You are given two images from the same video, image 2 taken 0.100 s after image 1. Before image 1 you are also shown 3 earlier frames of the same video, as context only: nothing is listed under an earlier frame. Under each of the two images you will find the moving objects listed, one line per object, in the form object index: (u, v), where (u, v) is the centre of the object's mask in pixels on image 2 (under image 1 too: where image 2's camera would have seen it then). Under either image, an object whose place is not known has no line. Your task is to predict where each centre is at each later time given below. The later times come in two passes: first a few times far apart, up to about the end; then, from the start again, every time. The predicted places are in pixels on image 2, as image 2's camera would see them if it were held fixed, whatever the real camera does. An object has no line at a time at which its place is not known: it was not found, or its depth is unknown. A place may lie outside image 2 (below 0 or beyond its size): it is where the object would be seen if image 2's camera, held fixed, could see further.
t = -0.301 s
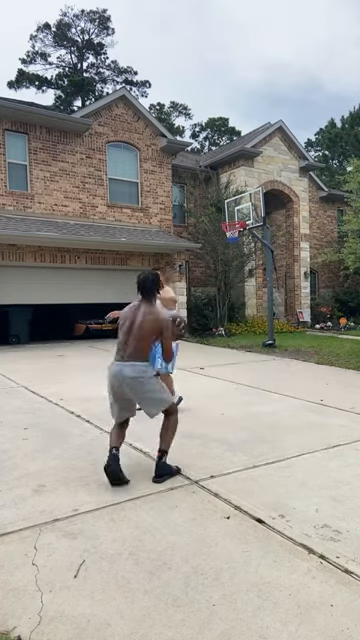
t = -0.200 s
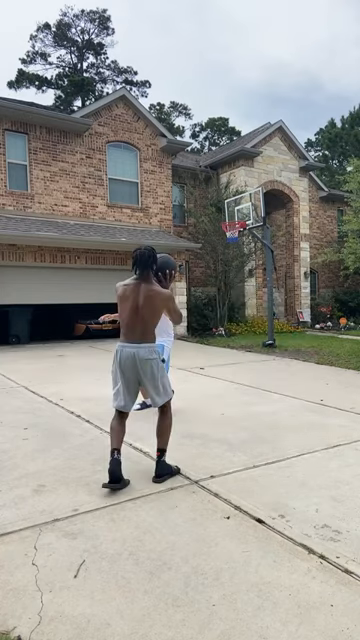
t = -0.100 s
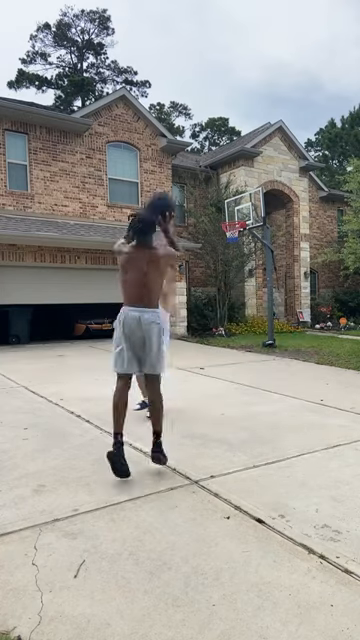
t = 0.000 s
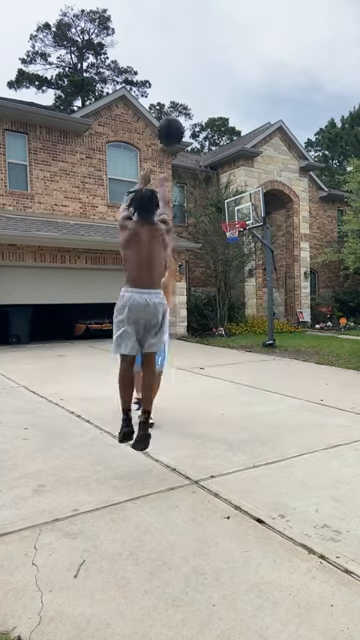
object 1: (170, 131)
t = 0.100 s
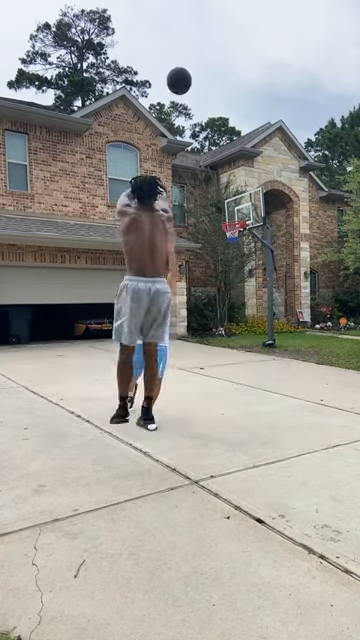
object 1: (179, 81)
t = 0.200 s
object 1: (186, 50)
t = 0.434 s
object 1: (199, 26)
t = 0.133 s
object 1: (181, 69)
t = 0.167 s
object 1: (184, 58)
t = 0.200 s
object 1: (186, 50)
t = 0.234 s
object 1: (188, 43)
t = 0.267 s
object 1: (191, 37)
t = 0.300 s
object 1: (192, 33)
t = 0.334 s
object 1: (194, 30)
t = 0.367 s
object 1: (196, 28)
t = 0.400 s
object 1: (197, 27)
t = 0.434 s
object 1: (199, 26)
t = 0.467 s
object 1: (201, 26)
